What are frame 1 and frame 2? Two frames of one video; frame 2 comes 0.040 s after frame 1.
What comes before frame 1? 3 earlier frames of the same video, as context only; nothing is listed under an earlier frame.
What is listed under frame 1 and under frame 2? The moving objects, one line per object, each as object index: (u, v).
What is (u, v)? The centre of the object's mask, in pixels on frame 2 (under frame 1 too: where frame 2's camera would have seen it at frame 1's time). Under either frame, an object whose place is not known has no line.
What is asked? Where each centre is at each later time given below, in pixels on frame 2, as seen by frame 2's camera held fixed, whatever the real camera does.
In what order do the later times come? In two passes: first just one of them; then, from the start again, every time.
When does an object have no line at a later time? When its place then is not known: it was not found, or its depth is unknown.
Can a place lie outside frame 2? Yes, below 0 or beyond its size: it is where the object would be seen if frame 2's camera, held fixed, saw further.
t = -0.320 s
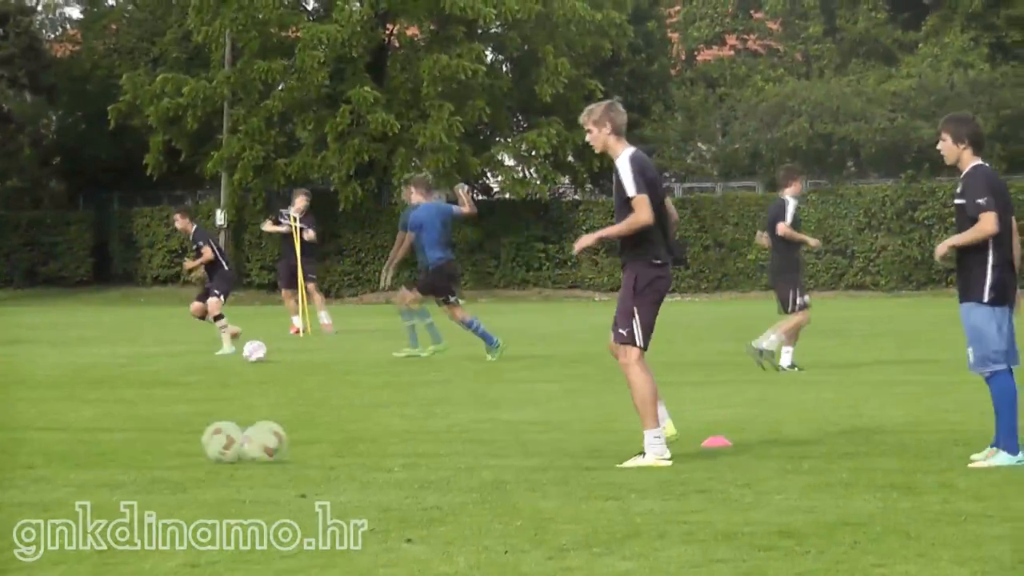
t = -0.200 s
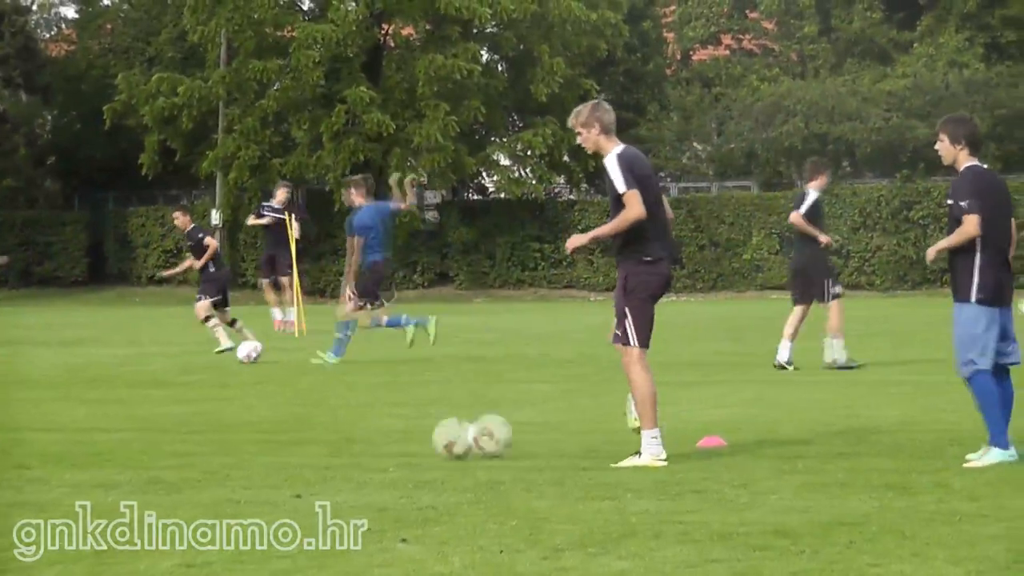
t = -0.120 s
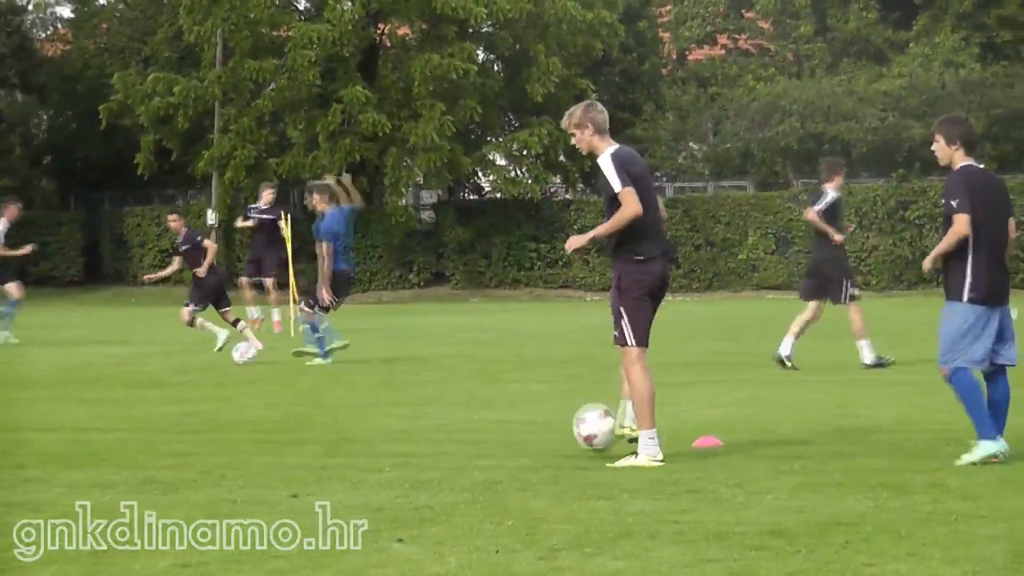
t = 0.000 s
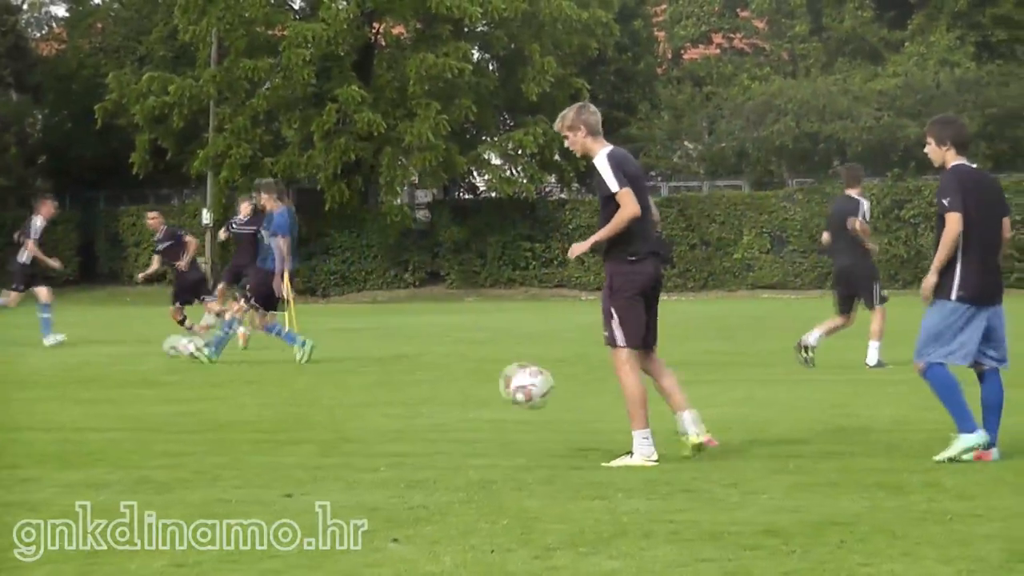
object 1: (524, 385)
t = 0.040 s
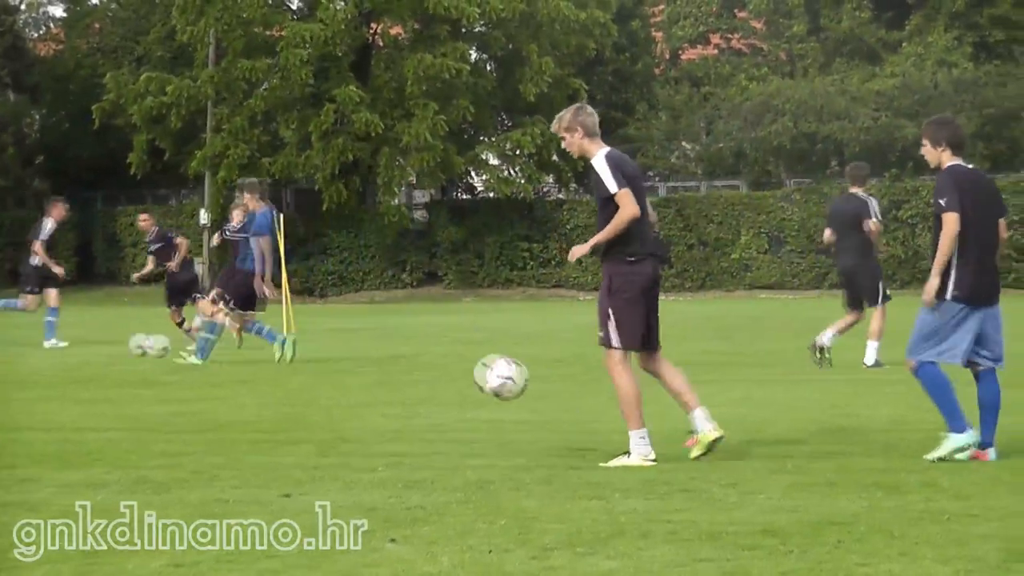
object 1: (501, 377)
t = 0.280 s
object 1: (371, 389)
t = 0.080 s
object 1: (478, 371)
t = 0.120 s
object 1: (456, 368)
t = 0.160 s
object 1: (434, 370)
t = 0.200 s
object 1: (413, 373)
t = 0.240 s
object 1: (391, 380)
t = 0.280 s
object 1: (371, 389)
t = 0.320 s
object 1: (350, 402)
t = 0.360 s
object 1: (330, 418)
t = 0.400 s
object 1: (313, 429)
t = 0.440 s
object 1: (307, 424)
